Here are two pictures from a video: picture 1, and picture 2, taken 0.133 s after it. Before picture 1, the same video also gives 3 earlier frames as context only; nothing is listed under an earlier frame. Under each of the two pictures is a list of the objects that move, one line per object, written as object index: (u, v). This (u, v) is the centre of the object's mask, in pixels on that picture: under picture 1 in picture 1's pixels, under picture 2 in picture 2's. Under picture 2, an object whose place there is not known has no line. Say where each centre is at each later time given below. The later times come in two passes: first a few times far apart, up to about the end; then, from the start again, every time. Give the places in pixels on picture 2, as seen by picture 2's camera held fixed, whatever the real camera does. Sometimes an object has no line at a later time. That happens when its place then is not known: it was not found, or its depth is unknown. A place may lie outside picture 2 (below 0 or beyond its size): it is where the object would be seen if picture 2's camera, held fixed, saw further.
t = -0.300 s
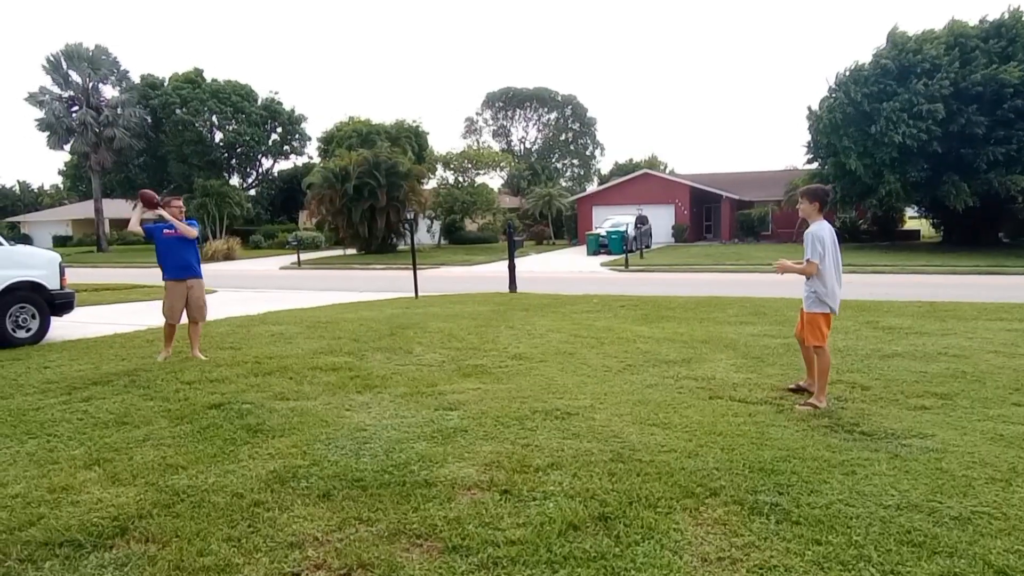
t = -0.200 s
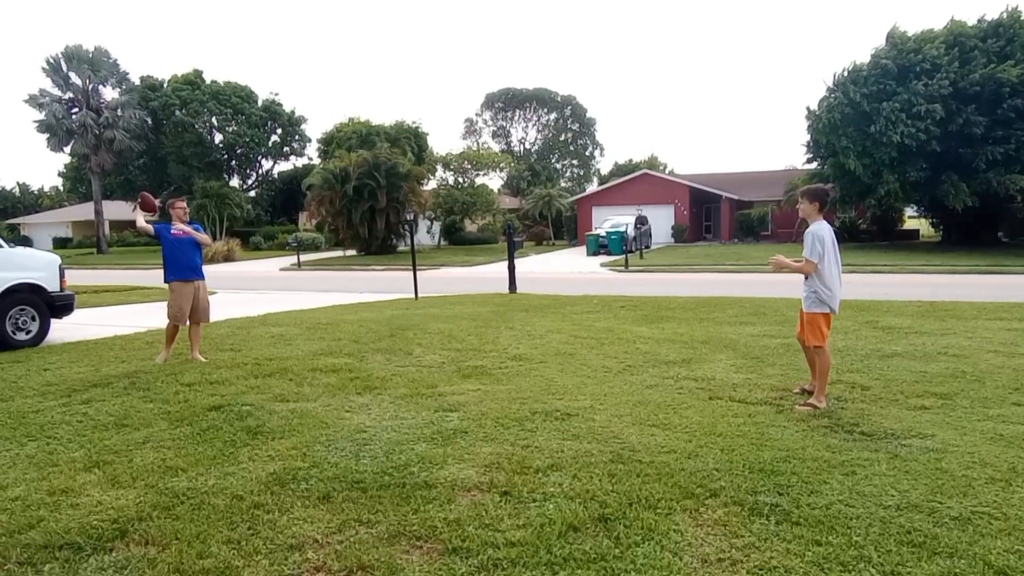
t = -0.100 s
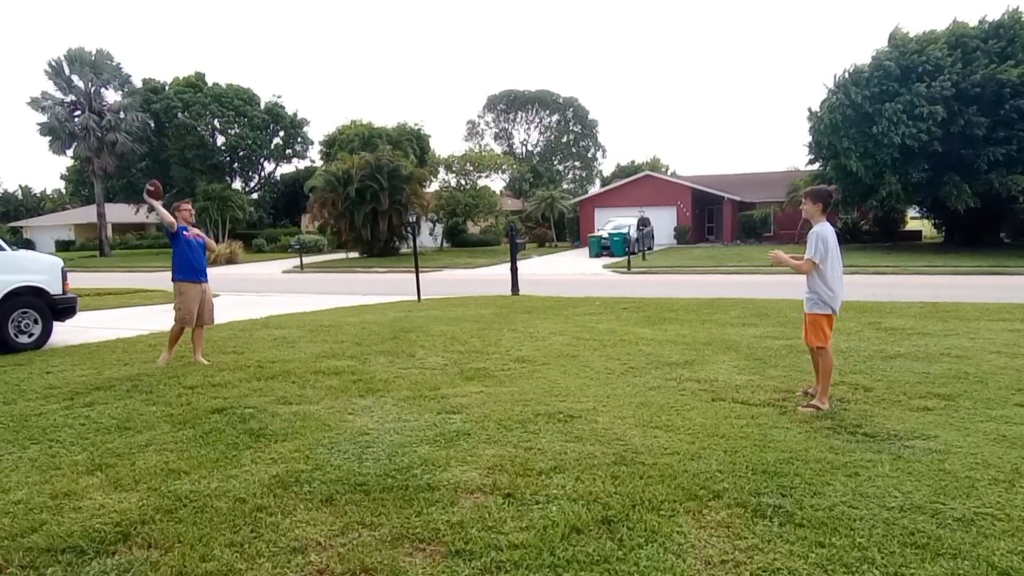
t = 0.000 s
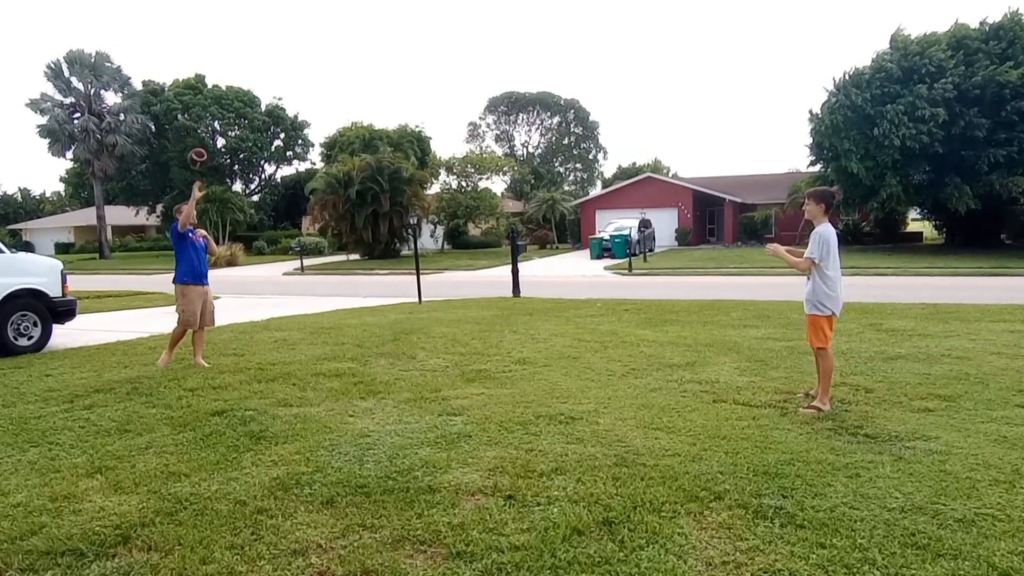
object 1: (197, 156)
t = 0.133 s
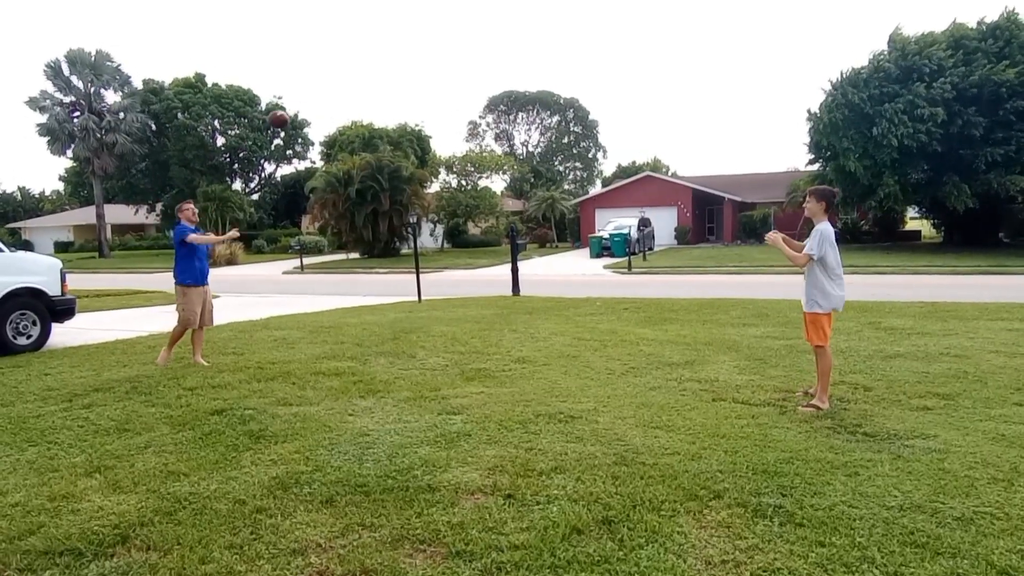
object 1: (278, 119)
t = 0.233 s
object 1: (345, 98)
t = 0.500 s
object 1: (555, 110)
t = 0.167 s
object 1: (299, 112)
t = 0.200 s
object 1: (322, 107)
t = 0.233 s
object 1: (345, 98)
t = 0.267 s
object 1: (368, 98)
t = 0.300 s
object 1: (392, 96)
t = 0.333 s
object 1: (417, 94)
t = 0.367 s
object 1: (443, 95)
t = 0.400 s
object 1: (470, 97)
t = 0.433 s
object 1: (498, 101)
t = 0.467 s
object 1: (525, 104)
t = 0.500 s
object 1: (555, 110)
